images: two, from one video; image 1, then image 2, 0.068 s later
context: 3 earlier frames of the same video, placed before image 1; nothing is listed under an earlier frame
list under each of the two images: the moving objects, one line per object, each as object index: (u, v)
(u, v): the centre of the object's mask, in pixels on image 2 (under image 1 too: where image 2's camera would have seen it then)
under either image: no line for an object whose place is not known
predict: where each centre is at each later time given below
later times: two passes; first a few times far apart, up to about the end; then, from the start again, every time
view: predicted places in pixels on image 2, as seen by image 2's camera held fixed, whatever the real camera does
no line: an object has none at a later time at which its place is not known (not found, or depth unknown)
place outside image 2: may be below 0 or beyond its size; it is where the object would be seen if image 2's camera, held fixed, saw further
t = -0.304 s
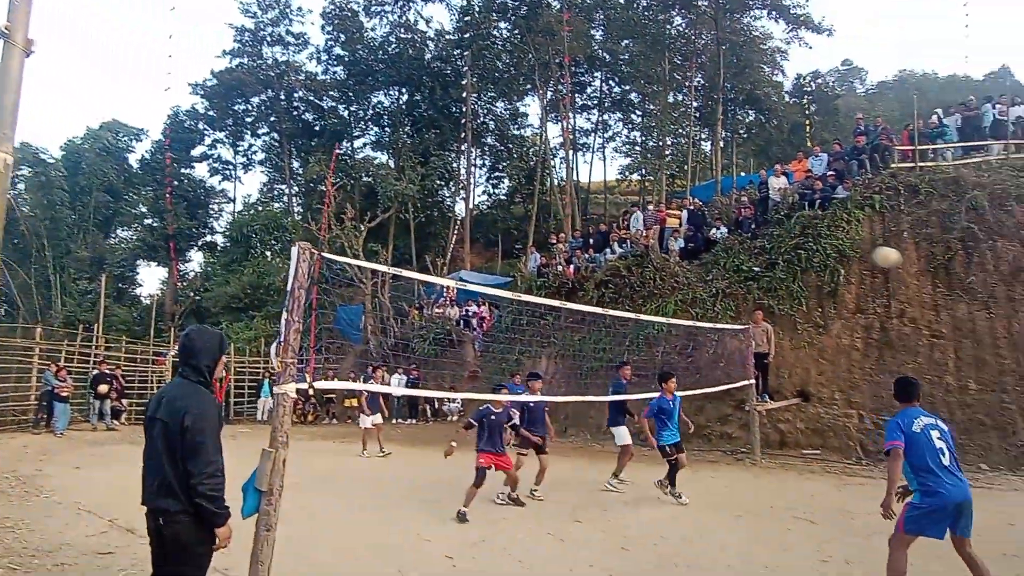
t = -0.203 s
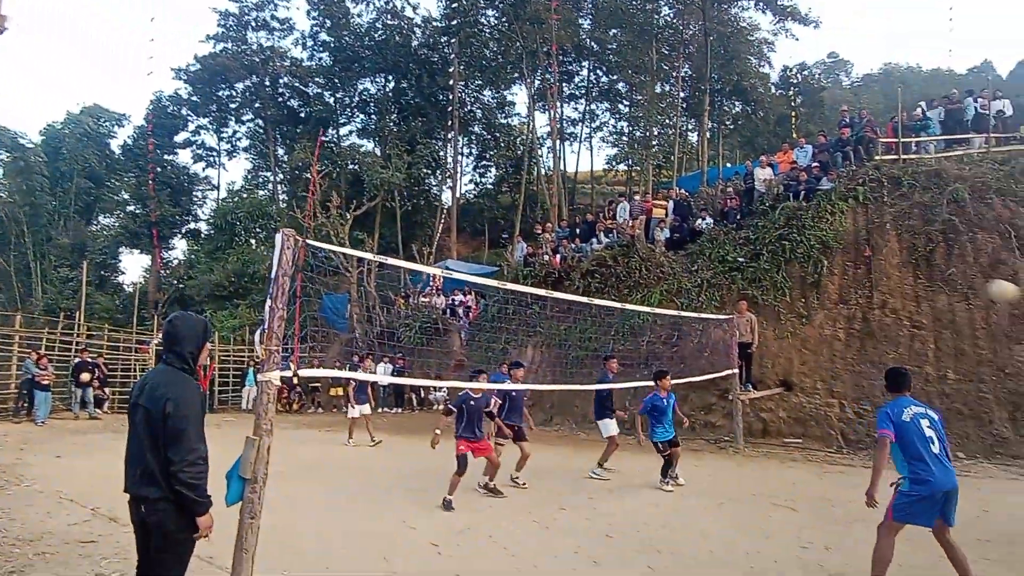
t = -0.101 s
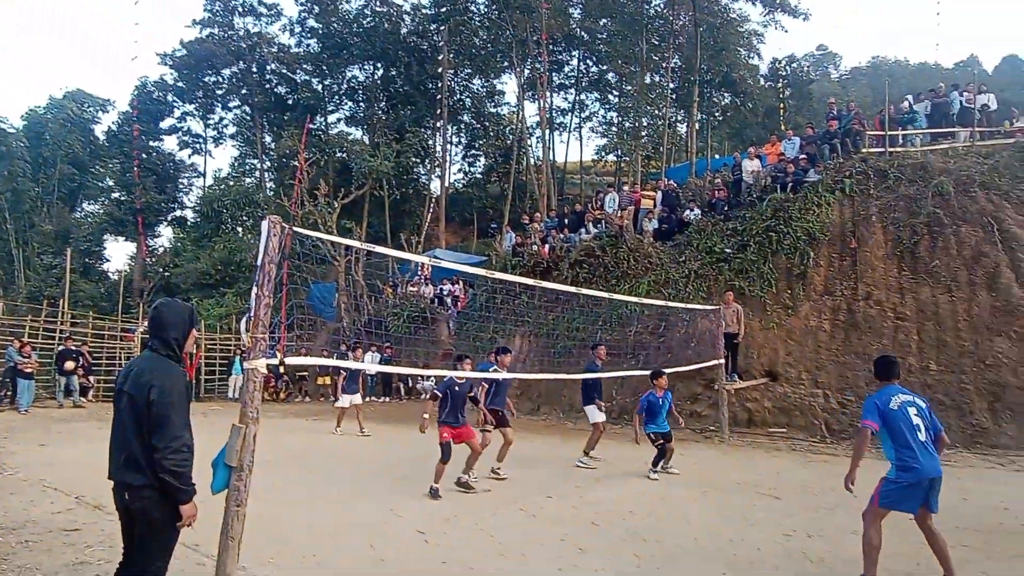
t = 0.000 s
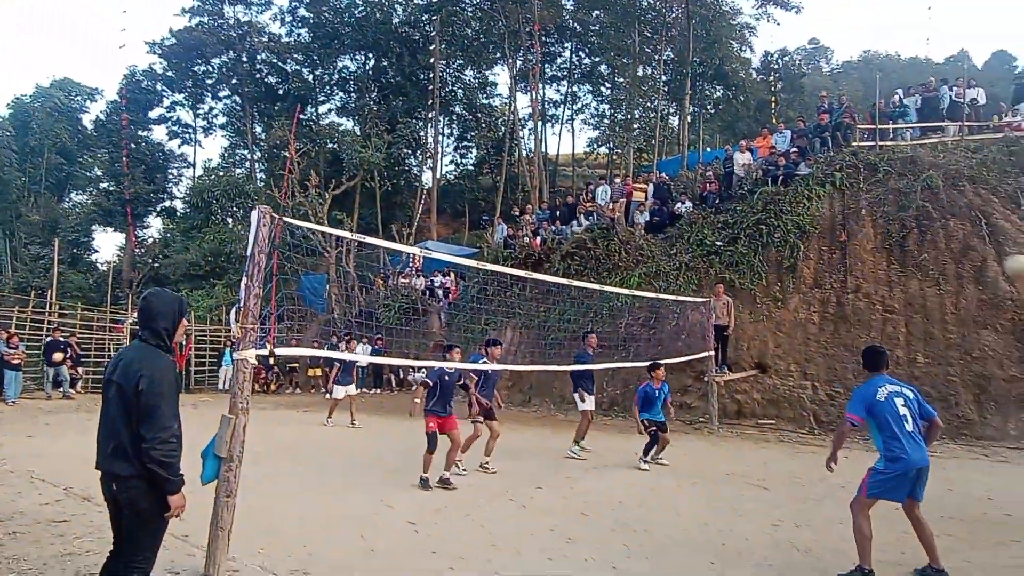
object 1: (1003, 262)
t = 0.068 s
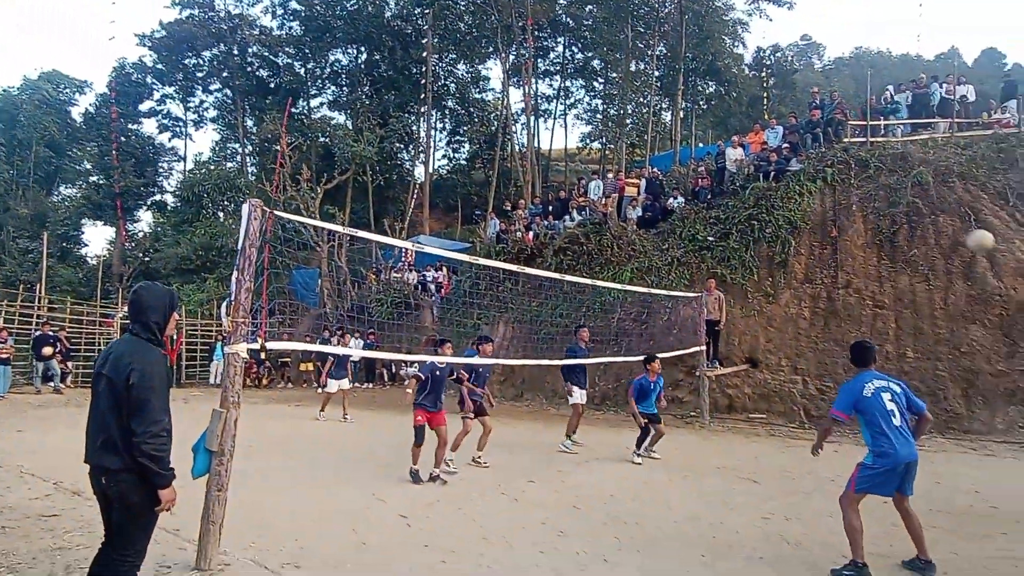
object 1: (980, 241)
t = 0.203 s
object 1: (933, 214)
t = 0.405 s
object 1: (872, 210)
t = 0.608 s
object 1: (817, 241)
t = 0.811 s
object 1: (769, 304)
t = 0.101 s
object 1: (968, 232)
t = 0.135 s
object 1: (955, 225)
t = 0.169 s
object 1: (944, 219)
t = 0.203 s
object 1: (933, 214)
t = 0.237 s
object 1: (922, 211)
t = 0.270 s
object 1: (911, 209)
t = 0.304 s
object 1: (901, 207)
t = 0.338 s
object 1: (891, 207)
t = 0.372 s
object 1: (881, 208)
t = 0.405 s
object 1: (872, 210)
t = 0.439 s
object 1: (863, 213)
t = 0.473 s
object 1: (852, 217)
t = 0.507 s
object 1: (844, 222)
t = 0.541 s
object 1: (835, 227)
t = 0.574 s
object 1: (826, 234)
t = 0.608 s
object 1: (817, 241)
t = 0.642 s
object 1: (808, 250)
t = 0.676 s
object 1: (800, 259)
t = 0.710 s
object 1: (792, 268)
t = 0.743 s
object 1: (784, 279)
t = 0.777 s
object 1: (777, 291)
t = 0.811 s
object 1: (769, 304)
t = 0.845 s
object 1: (762, 316)
